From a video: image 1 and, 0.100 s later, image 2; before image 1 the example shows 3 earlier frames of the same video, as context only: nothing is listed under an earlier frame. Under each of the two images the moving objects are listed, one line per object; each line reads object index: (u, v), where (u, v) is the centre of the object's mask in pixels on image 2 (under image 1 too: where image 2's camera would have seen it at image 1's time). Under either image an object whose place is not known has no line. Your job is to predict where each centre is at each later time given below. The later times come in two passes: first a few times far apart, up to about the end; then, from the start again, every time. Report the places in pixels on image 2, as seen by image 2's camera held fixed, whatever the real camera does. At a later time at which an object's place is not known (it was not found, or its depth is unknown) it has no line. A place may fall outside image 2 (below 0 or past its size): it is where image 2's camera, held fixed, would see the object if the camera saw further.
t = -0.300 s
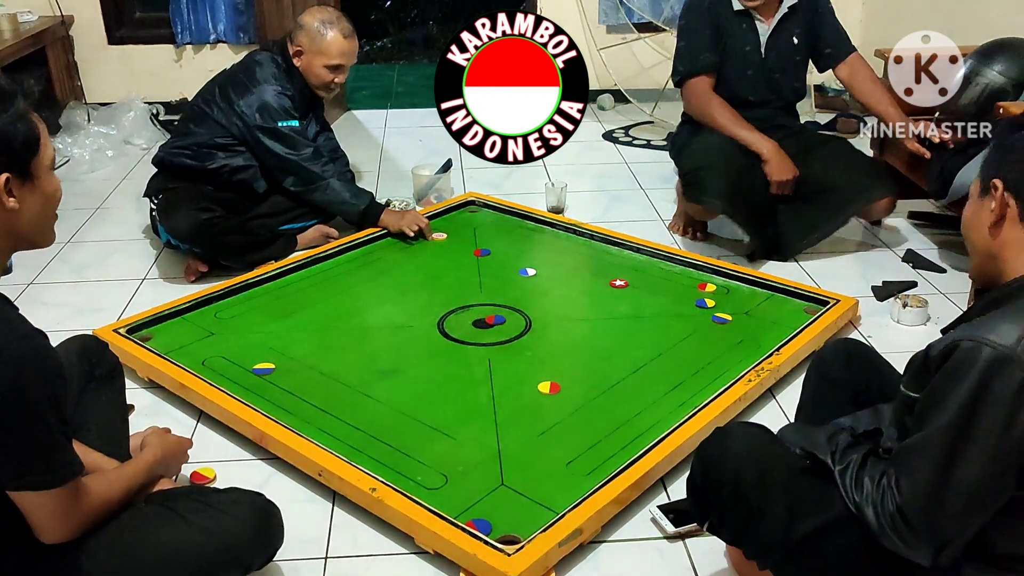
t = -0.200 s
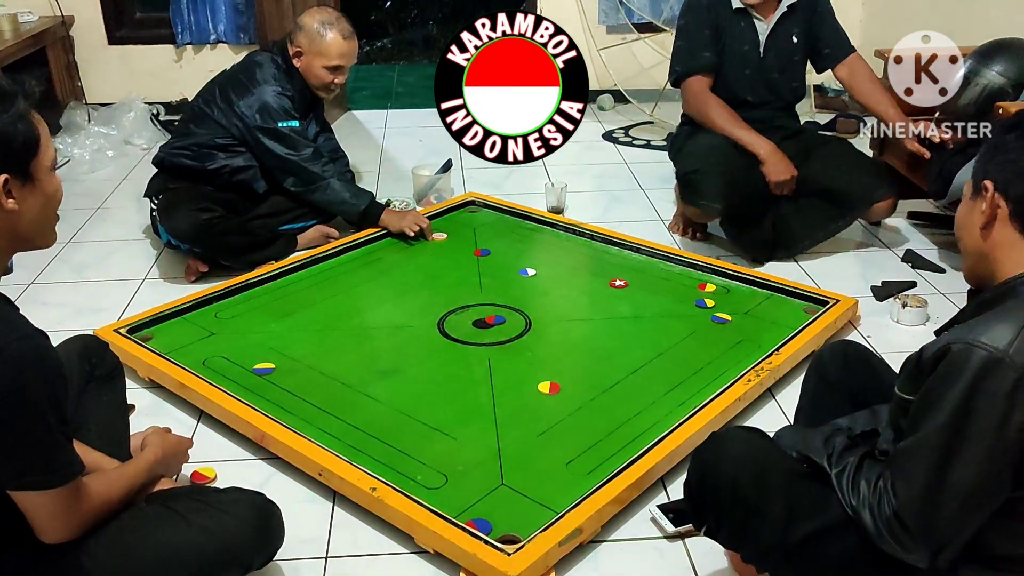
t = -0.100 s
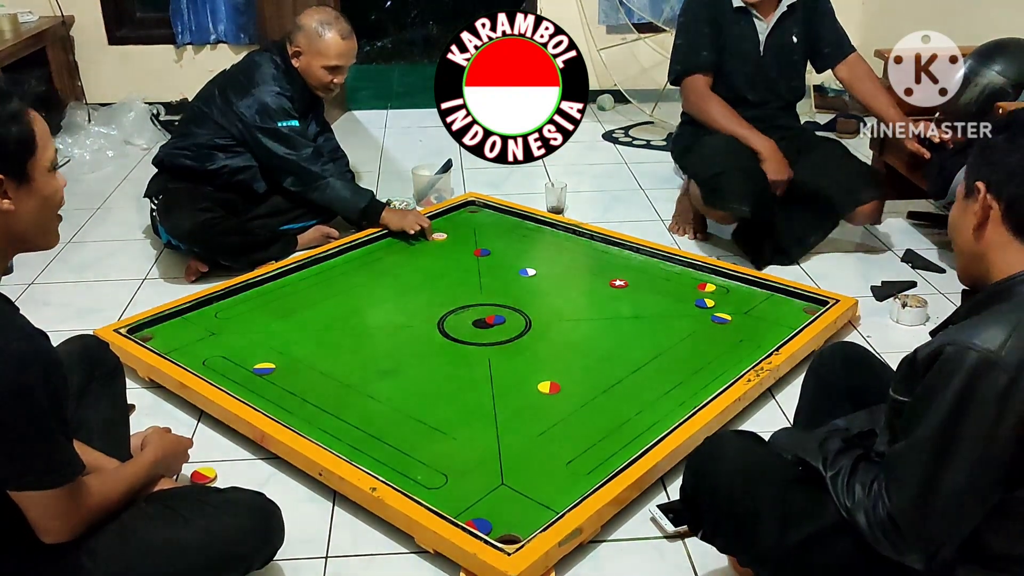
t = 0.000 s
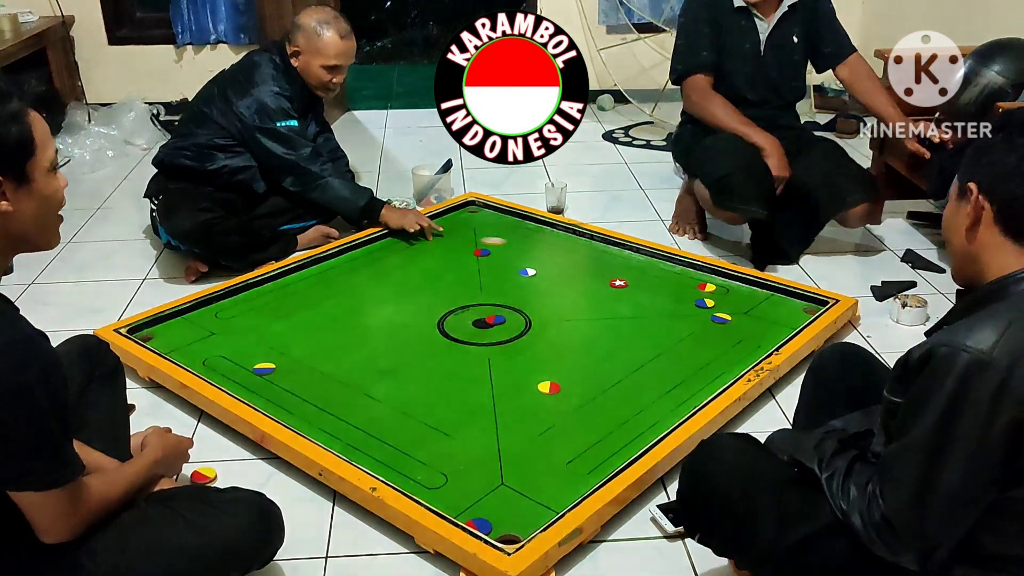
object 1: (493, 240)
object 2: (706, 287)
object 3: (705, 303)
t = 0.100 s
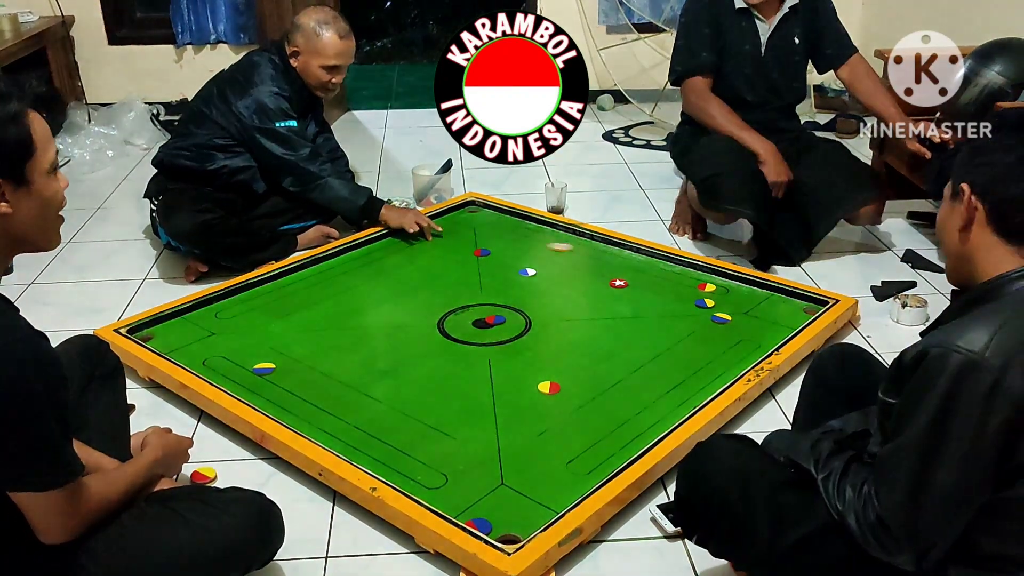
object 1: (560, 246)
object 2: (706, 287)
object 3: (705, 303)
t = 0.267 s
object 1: (653, 267)
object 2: (706, 287)
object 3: (705, 303)
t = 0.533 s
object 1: (668, 313)
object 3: (724, 309)
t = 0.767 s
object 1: (622, 347)
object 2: (789, 317)
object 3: (766, 318)
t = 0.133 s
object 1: (582, 249)
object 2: (706, 287)
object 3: (704, 303)
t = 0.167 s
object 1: (605, 251)
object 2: (706, 287)
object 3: (705, 303)
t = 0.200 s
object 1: (627, 253)
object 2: (706, 287)
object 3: (705, 303)
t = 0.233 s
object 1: (640, 259)
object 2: (706, 287)
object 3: (705, 303)
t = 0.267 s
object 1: (653, 267)
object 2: (706, 287)
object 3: (705, 303)
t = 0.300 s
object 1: (666, 273)
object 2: (706, 287)
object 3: (705, 303)
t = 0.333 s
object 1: (679, 281)
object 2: (706, 287)
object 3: (705, 303)
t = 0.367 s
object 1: (687, 287)
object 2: (714, 288)
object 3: (704, 303)
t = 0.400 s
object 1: (687, 293)
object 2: (729, 290)
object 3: (704, 303)
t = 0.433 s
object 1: (685, 299)
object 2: (745, 291)
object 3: (706, 303)
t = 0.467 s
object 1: (679, 304)
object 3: (713, 305)
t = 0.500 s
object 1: (674, 308)
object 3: (718, 307)
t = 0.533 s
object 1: (668, 313)
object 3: (724, 309)
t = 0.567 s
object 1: (661, 317)
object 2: (786, 303)
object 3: (730, 310)
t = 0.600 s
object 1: (655, 322)
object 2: (793, 306)
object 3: (736, 312)
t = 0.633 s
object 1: (649, 327)
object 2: (801, 310)
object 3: (742, 313)
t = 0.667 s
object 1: (642, 332)
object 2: (807, 313)
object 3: (748, 314)
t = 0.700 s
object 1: (635, 337)
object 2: (804, 315)
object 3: (754, 316)
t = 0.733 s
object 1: (628, 342)
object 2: (797, 316)
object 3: (760, 317)
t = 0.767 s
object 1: (622, 347)
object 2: (789, 317)
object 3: (766, 318)
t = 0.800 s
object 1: (615, 352)
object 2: (789, 316)
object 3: (765, 320)
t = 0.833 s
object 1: (608, 358)
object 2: (793, 316)
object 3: (760, 322)
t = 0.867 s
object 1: (600, 363)
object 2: (797, 315)
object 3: (755, 325)
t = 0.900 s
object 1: (593, 369)
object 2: (801, 315)
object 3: (751, 327)
